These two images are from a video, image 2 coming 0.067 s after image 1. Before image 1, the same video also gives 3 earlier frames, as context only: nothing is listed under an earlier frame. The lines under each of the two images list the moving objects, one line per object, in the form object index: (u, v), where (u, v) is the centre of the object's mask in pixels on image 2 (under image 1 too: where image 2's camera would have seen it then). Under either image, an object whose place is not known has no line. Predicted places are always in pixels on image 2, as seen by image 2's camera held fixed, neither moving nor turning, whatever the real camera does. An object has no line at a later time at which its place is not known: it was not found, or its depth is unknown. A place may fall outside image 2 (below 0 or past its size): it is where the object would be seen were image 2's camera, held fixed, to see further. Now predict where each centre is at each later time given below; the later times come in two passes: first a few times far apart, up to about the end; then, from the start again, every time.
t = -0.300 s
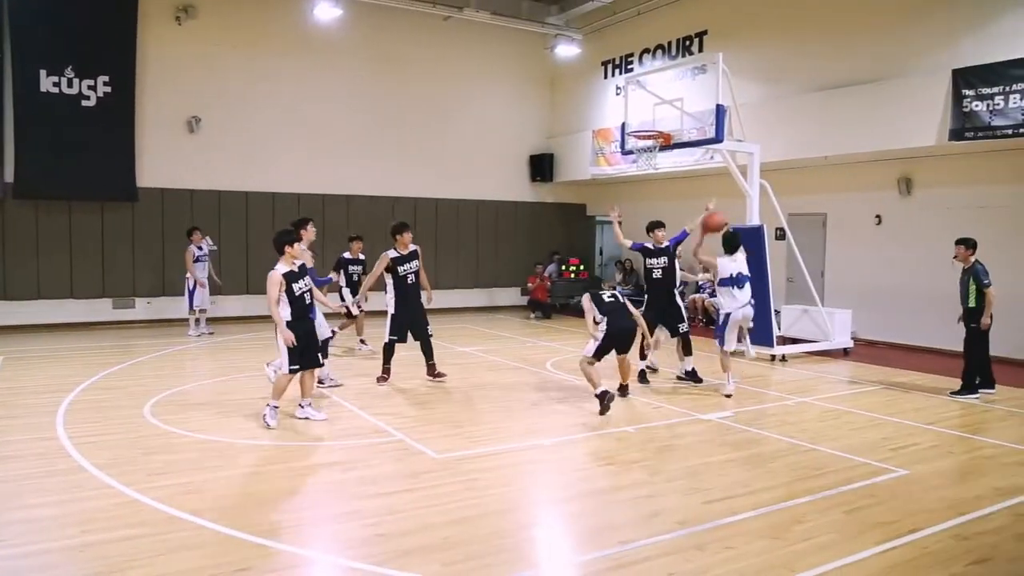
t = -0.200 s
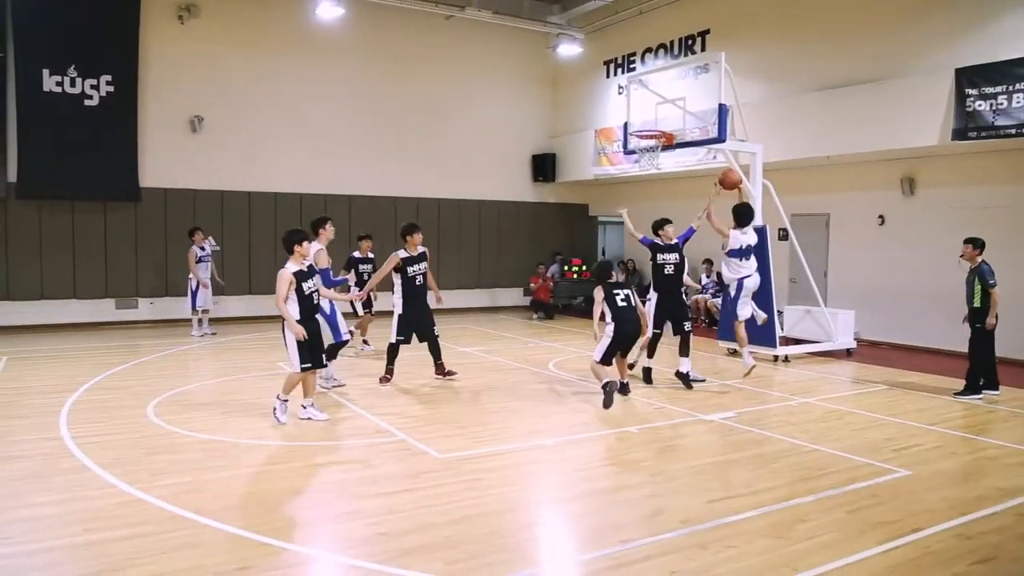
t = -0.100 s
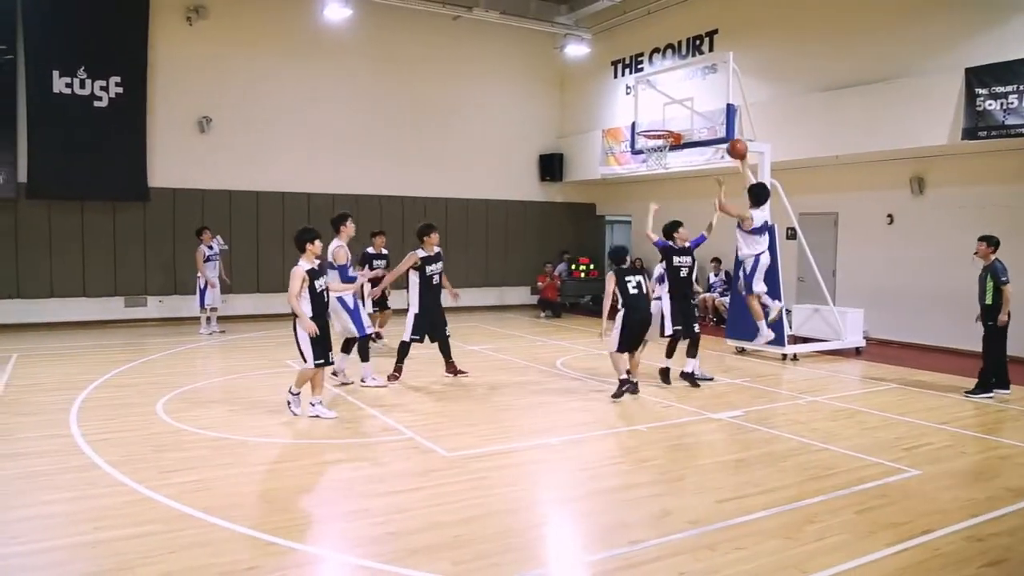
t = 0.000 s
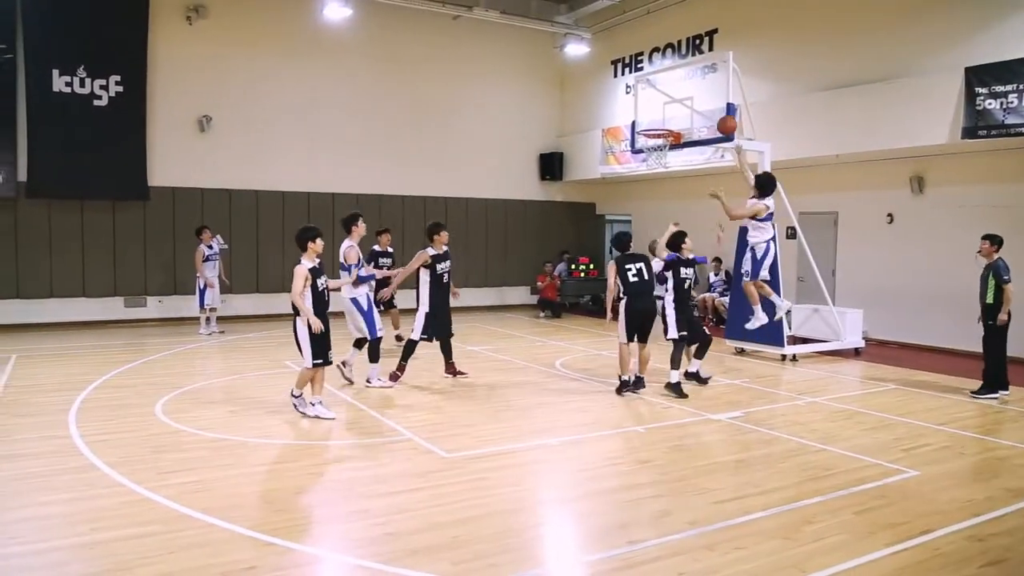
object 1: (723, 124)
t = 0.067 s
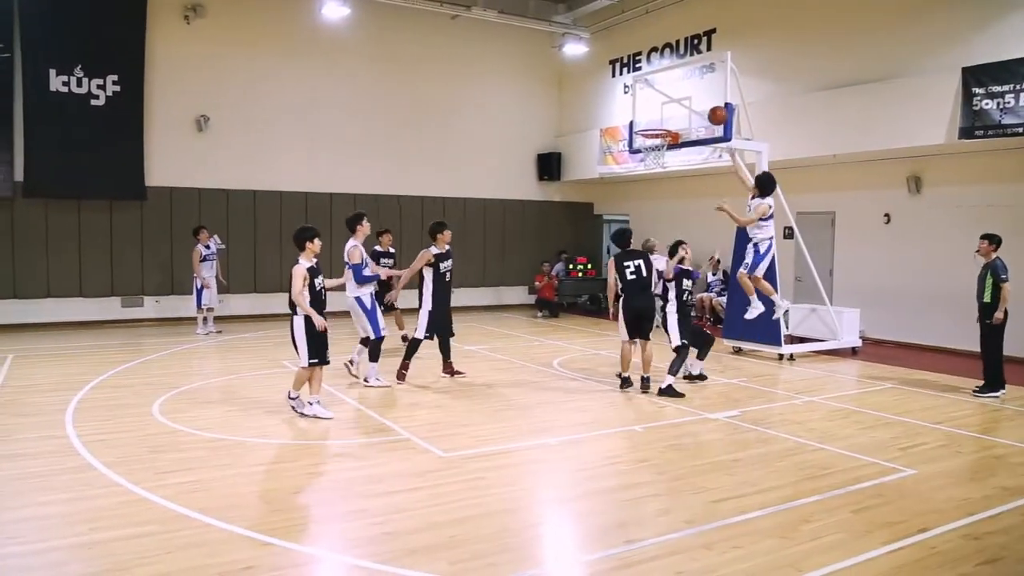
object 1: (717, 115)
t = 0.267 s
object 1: (690, 102)
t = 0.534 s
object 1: (656, 132)
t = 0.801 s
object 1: (639, 164)
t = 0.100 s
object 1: (713, 112)
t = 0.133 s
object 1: (708, 109)
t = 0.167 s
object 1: (704, 106)
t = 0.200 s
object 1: (700, 104)
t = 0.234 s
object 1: (695, 103)
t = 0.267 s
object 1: (690, 102)
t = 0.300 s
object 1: (686, 104)
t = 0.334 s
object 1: (682, 105)
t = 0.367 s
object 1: (677, 108)
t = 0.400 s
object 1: (673, 110)
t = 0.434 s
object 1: (668, 115)
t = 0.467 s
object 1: (664, 120)
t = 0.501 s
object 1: (660, 125)
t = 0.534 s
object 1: (656, 132)
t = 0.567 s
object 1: (652, 140)
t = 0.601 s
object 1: (648, 147)
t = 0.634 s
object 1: (644, 154)
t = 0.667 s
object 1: (643, 155)
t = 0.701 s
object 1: (641, 159)
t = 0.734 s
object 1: (641, 160)
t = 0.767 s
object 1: (640, 161)
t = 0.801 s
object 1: (639, 164)
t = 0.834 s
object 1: (638, 169)
